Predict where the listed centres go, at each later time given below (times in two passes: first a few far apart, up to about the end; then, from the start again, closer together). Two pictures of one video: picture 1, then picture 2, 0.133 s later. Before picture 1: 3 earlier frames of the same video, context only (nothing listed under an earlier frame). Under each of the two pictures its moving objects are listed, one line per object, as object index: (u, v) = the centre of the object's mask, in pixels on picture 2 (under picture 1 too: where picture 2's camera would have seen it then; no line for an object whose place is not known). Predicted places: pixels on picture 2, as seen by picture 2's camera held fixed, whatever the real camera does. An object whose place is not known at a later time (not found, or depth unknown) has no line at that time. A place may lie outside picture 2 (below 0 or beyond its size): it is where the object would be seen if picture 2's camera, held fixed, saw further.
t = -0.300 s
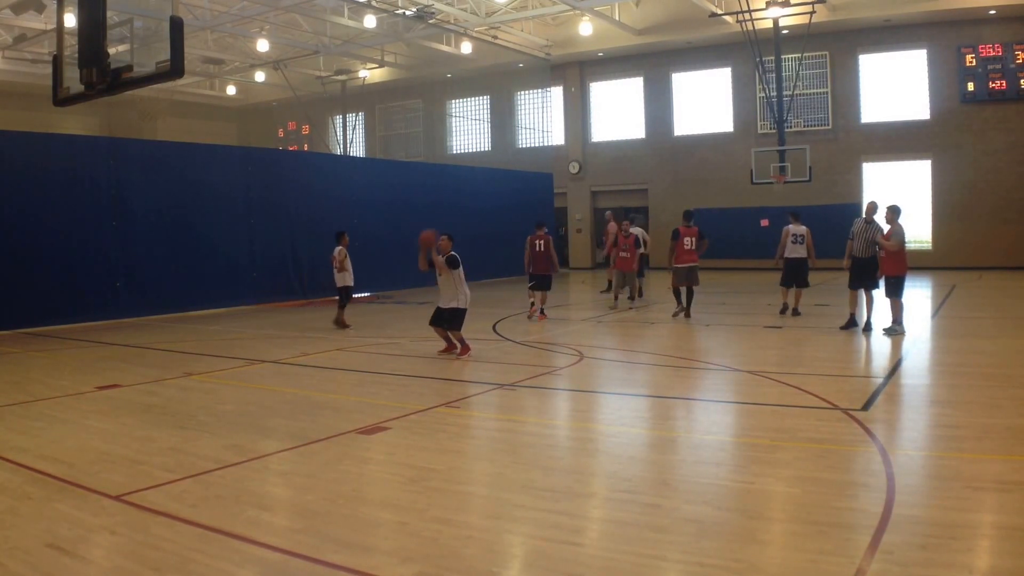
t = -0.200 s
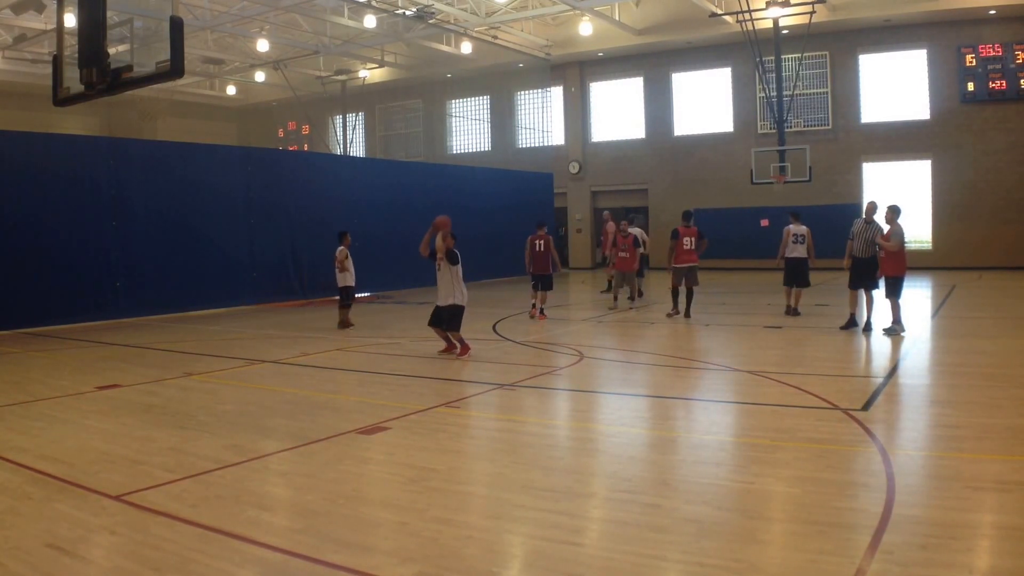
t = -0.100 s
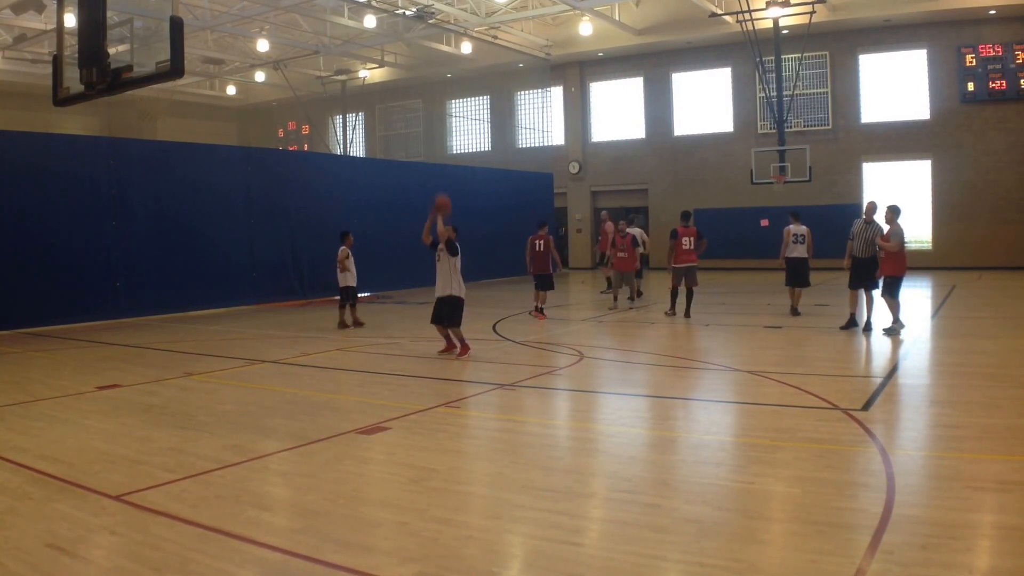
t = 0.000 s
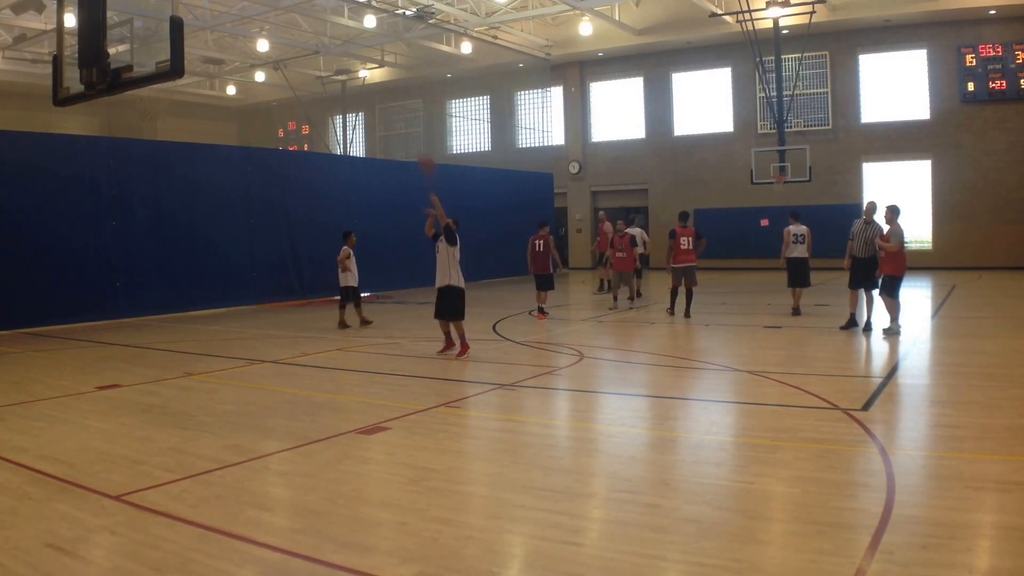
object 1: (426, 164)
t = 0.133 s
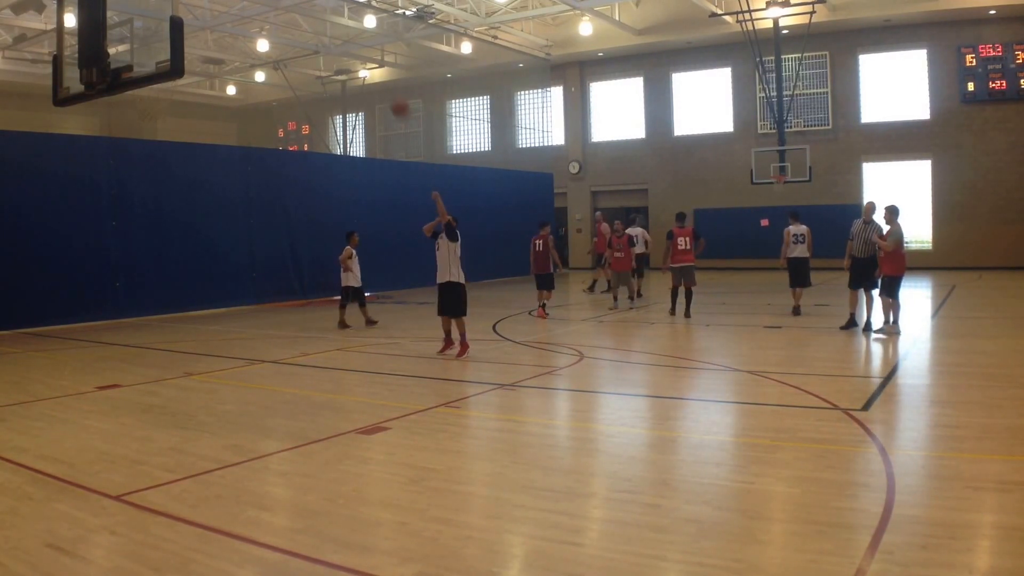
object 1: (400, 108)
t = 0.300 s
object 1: (366, 54)
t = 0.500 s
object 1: (321, 14)
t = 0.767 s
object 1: (258, 11)
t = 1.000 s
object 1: (194, 68)
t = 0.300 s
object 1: (366, 54)
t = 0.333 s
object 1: (358, 45)
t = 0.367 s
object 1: (352, 38)
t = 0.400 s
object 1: (344, 31)
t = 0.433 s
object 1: (337, 24)
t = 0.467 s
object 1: (329, 19)
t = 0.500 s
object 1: (321, 14)
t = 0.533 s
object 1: (314, 10)
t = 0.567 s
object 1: (307, 9)
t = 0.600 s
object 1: (298, 8)
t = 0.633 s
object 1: (290, 7)
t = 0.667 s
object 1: (283, 7)
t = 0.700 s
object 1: (274, 8)
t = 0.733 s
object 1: (265, 9)
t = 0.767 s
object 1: (258, 11)
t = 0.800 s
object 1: (248, 15)
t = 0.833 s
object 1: (239, 20)
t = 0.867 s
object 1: (230, 28)
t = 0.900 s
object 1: (221, 35)
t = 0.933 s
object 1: (211, 44)
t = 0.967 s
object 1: (201, 54)
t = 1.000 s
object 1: (194, 68)
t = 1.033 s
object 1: (183, 83)
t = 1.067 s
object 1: (175, 96)
